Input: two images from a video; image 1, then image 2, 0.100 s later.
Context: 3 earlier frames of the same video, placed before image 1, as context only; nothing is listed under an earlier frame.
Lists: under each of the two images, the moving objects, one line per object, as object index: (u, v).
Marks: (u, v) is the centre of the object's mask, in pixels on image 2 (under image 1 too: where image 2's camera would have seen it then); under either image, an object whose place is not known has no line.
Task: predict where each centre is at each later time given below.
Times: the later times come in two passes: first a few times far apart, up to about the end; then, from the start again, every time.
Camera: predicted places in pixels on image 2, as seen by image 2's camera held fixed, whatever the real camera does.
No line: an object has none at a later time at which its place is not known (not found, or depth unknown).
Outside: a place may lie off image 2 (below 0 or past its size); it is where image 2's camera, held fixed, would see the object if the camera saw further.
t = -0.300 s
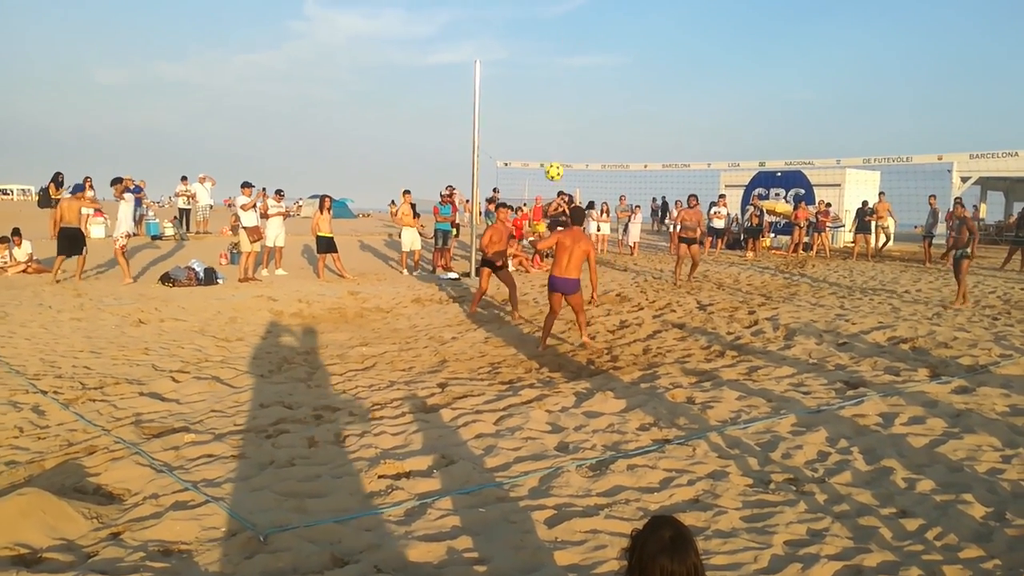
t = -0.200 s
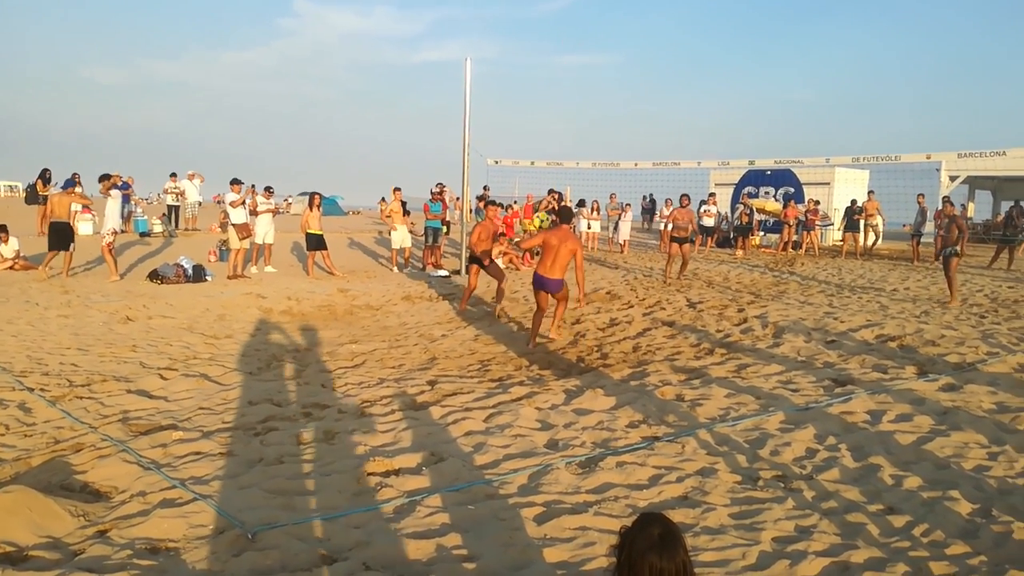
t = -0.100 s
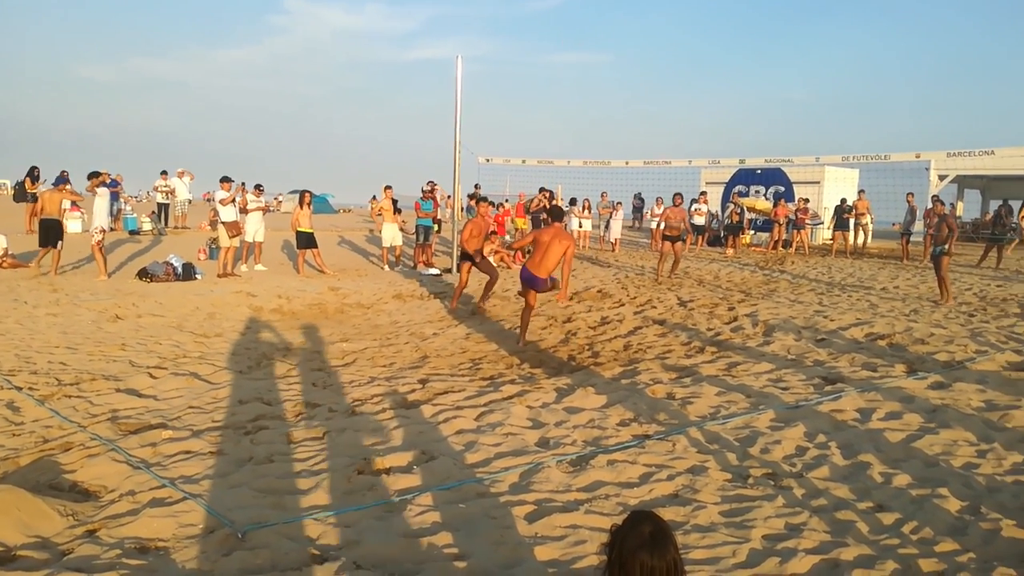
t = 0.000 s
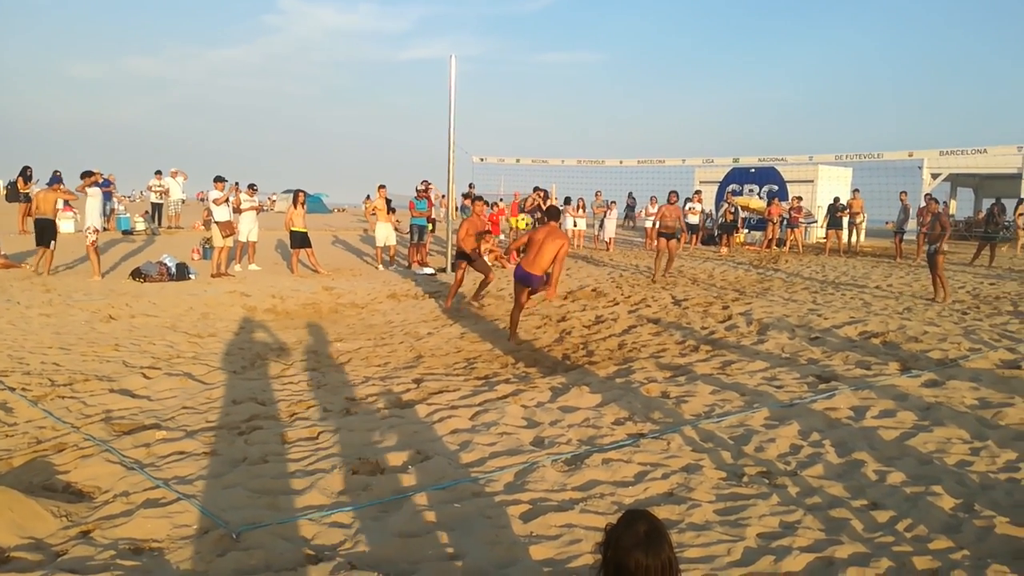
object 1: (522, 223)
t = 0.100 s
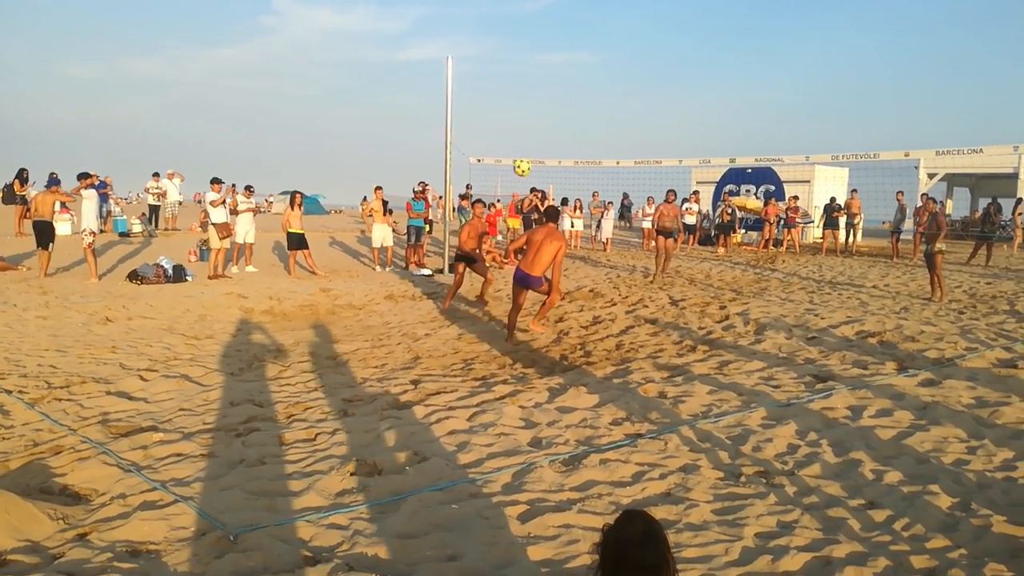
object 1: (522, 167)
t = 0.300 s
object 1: (523, 81)
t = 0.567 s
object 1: (522, 23)
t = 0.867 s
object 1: (521, 26)
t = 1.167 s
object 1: (518, 96)
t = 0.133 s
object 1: (522, 150)
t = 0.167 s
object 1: (522, 135)
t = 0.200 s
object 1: (522, 120)
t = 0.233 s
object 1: (522, 106)
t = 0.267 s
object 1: (523, 93)
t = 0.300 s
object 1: (523, 81)
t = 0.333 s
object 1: (523, 70)
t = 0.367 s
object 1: (523, 60)
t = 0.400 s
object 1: (523, 51)
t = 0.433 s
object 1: (523, 44)
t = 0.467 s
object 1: (523, 37)
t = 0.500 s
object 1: (523, 31)
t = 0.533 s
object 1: (523, 26)
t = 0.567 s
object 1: (522, 23)
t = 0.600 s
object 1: (522, 19)
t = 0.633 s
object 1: (522, 17)
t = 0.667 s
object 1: (522, 16)
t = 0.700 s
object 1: (522, 16)
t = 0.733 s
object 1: (522, 16)
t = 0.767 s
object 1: (521, 18)
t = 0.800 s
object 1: (521, 20)
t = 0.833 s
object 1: (521, 23)
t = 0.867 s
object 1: (521, 26)
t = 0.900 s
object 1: (521, 31)
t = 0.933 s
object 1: (521, 37)
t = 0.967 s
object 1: (520, 43)
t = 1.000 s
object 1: (520, 50)
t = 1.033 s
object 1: (520, 58)
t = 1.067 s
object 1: (519, 67)
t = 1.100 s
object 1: (519, 76)
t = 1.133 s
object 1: (518, 86)
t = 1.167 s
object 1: (518, 96)
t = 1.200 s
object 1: (517, 108)
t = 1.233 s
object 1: (517, 120)
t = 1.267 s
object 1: (516, 132)
